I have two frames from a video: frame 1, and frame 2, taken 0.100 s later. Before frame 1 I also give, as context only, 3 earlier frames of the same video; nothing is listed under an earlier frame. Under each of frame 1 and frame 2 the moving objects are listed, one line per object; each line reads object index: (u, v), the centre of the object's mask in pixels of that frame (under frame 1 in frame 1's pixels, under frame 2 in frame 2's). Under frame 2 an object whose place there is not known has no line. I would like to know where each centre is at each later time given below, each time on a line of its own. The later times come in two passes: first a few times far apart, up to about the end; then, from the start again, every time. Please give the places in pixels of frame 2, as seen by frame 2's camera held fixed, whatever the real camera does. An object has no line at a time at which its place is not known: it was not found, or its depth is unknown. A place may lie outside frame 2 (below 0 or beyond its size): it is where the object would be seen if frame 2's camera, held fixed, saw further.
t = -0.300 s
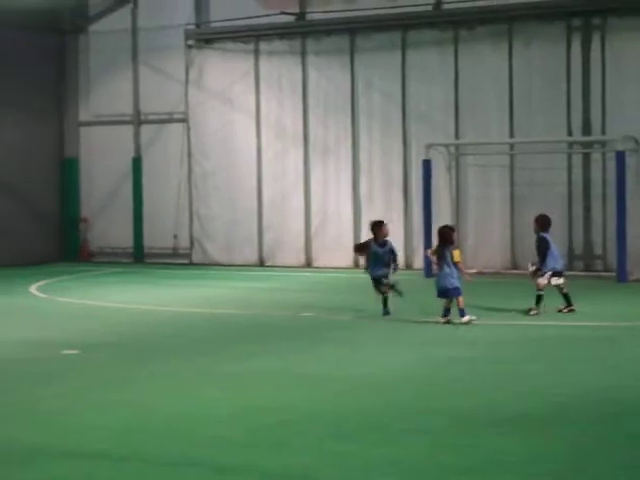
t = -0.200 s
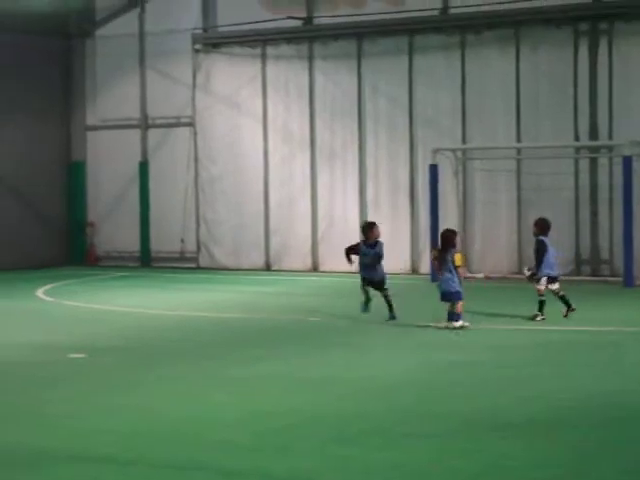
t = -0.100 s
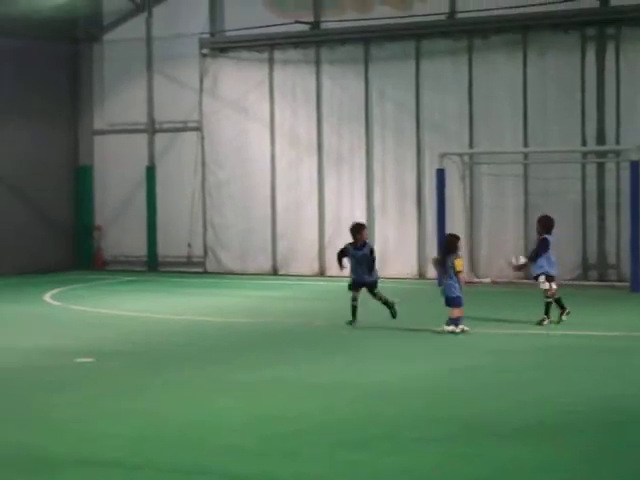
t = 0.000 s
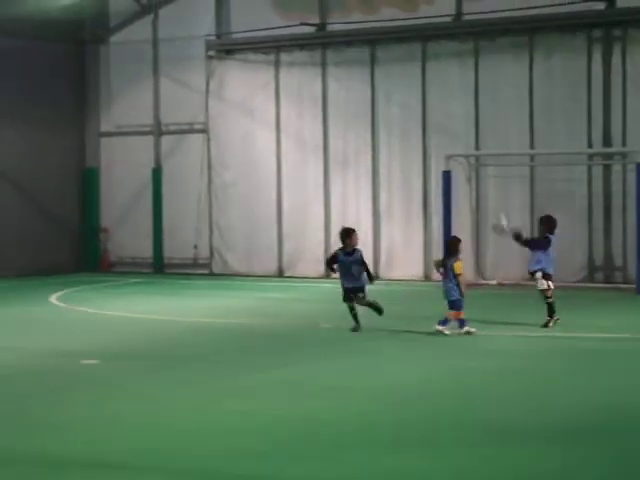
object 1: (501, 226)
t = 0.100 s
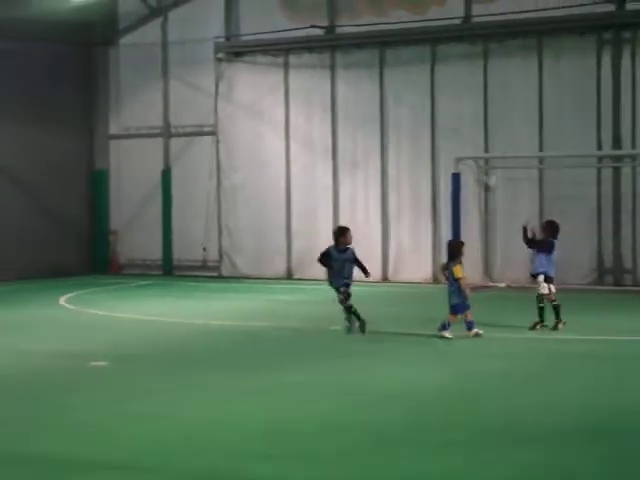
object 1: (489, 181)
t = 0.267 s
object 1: (457, 130)
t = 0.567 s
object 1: (400, 96)
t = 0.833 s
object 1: (349, 135)
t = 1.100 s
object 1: (298, 241)
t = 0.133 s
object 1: (482, 169)
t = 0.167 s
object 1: (477, 161)
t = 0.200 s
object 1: (469, 149)
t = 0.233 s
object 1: (463, 138)
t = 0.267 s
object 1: (457, 130)
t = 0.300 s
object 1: (451, 123)
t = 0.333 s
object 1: (445, 115)
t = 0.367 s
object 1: (439, 110)
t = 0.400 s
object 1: (431, 105)
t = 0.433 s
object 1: (425, 101)
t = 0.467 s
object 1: (419, 98)
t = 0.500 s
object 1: (412, 96)
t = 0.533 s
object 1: (406, 96)
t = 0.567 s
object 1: (400, 96)
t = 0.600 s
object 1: (393, 99)
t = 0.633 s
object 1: (388, 100)
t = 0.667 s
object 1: (381, 103)
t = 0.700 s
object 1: (374, 108)
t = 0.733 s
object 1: (368, 112)
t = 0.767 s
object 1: (362, 119)
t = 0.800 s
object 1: (355, 126)
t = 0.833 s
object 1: (349, 135)
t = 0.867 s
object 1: (343, 144)
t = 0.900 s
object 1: (336, 155)
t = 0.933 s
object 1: (330, 167)
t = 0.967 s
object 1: (323, 179)
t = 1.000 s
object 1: (317, 193)
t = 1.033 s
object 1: (311, 209)
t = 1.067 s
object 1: (305, 224)
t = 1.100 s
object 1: (298, 241)
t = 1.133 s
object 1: (291, 262)
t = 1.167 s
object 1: (287, 277)
